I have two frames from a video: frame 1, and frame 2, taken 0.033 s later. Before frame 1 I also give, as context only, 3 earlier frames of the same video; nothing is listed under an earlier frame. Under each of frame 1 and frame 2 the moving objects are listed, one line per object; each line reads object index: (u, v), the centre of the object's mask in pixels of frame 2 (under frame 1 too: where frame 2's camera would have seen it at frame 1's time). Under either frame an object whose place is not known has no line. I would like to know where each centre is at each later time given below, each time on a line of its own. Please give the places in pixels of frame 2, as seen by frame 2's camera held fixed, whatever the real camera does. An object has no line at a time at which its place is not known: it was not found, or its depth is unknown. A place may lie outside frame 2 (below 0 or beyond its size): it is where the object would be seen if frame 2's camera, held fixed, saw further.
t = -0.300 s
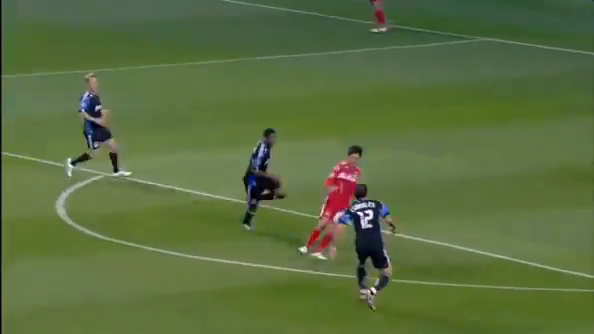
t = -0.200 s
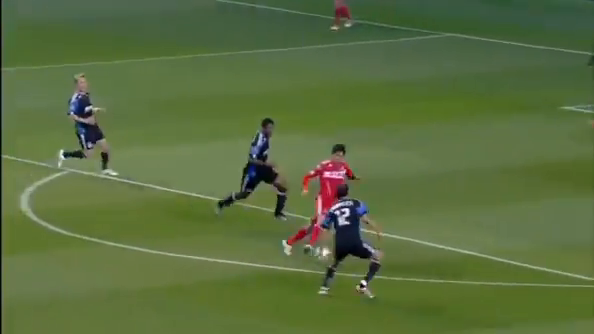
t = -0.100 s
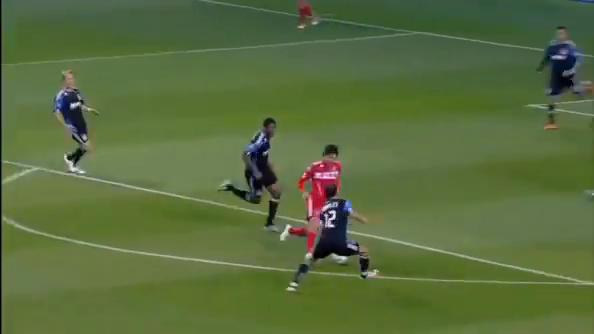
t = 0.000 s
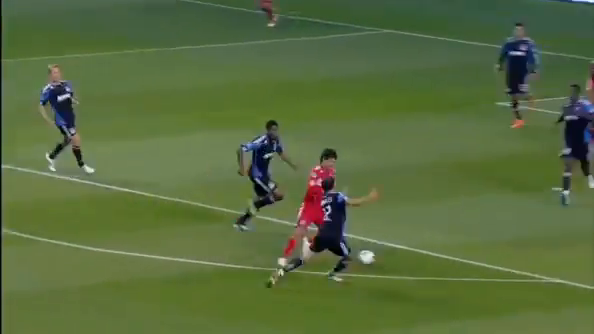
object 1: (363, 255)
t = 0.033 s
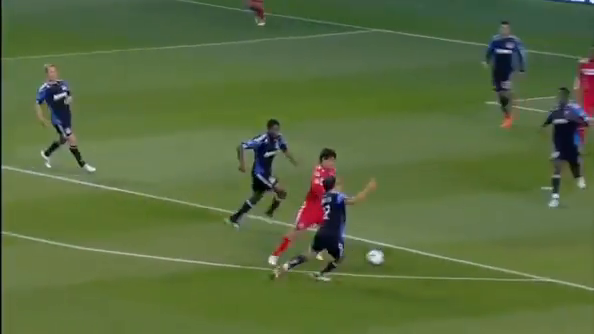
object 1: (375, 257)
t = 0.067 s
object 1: (387, 259)
